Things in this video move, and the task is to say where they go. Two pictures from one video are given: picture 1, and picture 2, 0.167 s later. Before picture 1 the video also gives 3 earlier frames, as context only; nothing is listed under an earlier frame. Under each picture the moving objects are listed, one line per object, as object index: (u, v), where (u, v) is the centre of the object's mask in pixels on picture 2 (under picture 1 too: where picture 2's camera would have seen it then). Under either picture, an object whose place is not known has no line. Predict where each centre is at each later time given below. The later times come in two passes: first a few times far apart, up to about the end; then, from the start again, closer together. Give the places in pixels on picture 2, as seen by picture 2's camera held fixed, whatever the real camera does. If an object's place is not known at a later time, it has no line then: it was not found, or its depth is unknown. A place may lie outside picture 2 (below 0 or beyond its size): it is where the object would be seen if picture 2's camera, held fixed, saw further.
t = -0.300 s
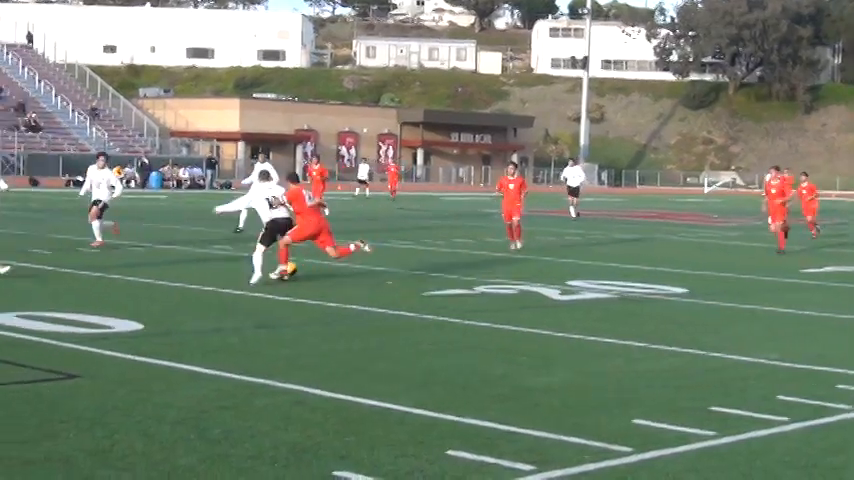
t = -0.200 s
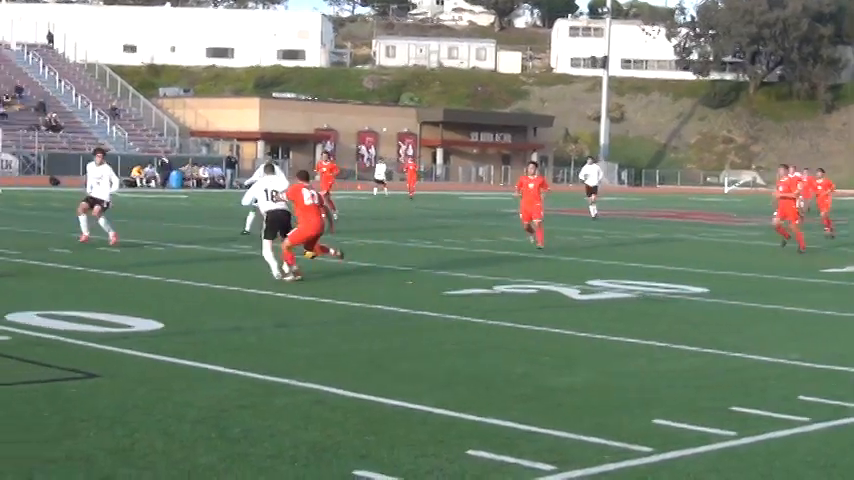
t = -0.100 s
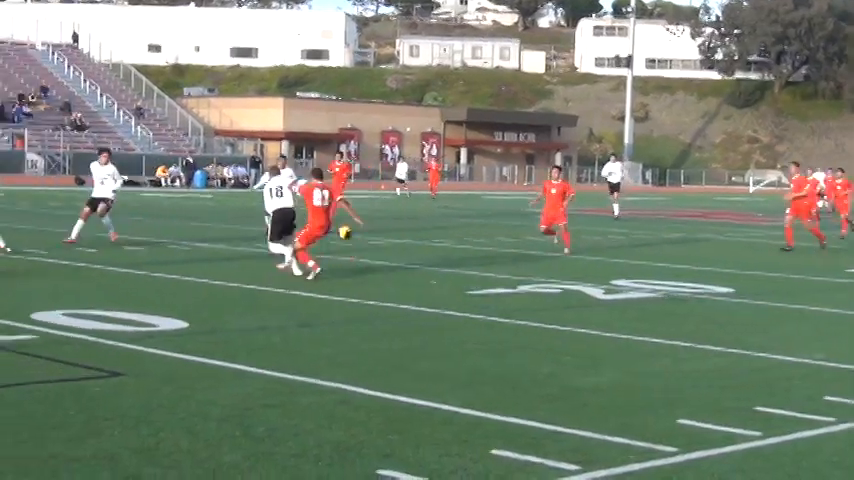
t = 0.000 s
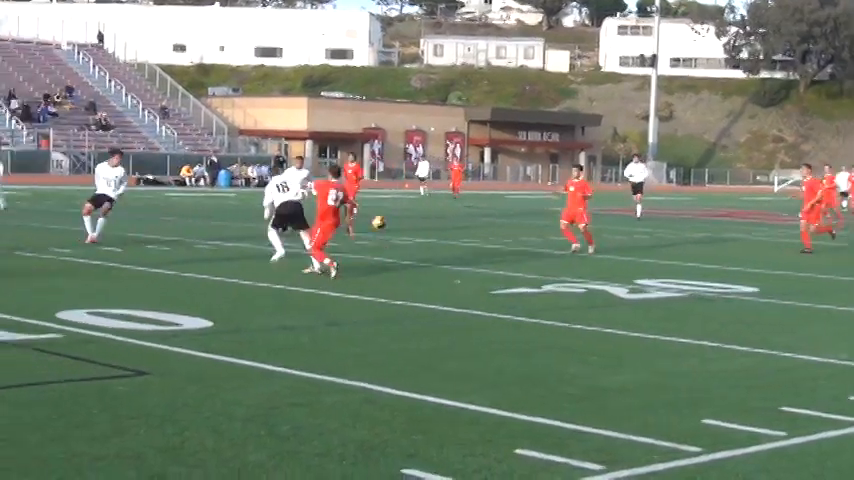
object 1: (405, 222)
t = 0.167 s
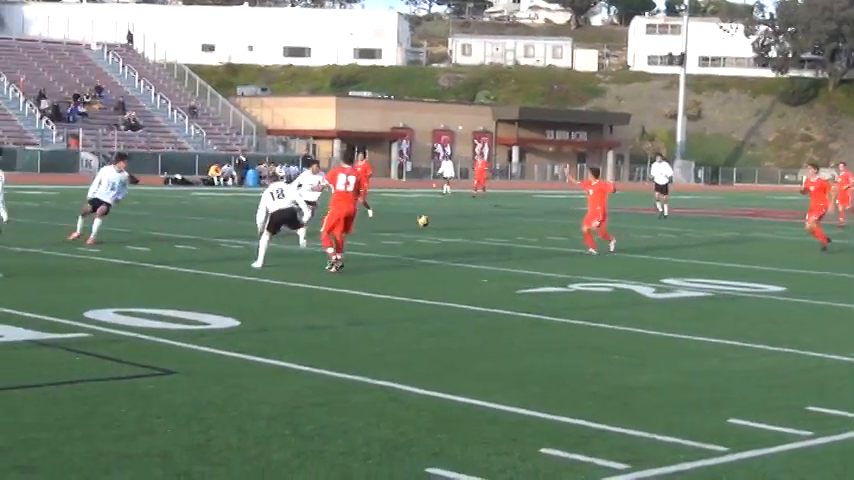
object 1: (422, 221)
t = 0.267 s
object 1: (431, 227)
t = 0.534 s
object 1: (451, 222)
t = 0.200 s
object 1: (425, 222)
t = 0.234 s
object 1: (429, 225)
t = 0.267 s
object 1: (431, 227)
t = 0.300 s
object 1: (434, 230)
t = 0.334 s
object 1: (439, 235)
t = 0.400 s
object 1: (443, 237)
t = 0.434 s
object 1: (446, 230)
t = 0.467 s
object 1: (448, 228)
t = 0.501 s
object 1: (449, 225)
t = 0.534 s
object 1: (451, 222)
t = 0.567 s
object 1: (453, 220)
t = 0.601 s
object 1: (455, 221)
